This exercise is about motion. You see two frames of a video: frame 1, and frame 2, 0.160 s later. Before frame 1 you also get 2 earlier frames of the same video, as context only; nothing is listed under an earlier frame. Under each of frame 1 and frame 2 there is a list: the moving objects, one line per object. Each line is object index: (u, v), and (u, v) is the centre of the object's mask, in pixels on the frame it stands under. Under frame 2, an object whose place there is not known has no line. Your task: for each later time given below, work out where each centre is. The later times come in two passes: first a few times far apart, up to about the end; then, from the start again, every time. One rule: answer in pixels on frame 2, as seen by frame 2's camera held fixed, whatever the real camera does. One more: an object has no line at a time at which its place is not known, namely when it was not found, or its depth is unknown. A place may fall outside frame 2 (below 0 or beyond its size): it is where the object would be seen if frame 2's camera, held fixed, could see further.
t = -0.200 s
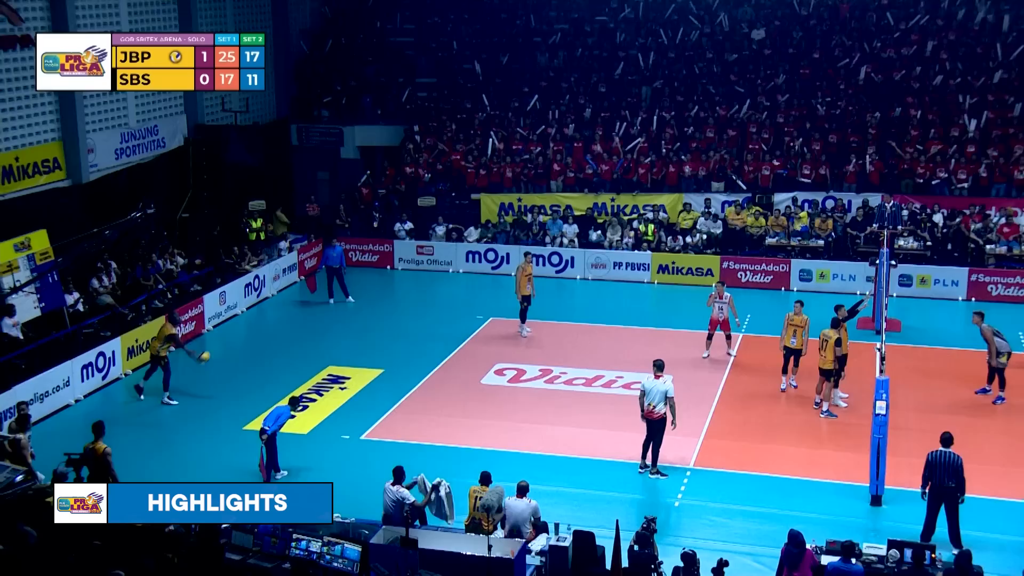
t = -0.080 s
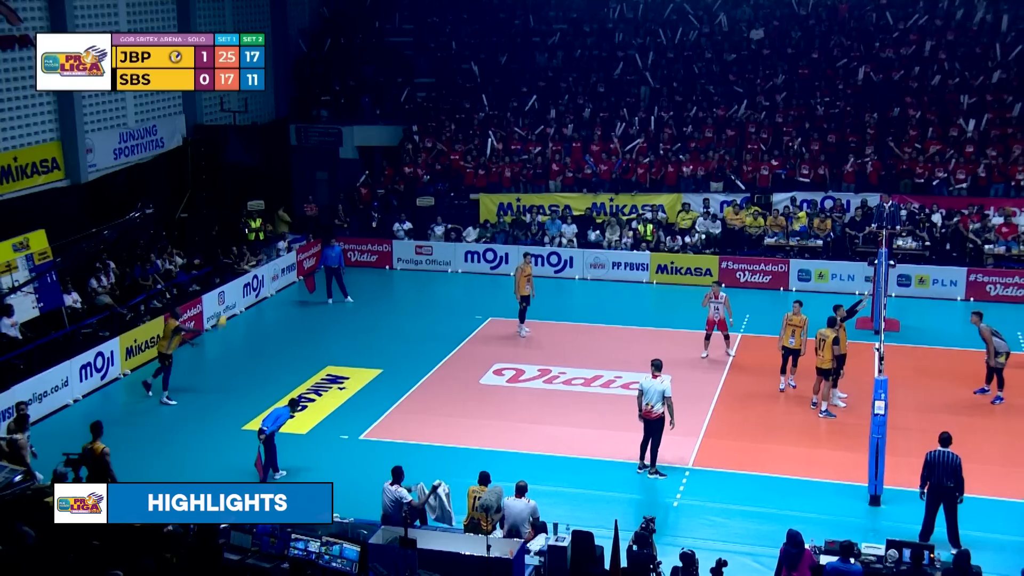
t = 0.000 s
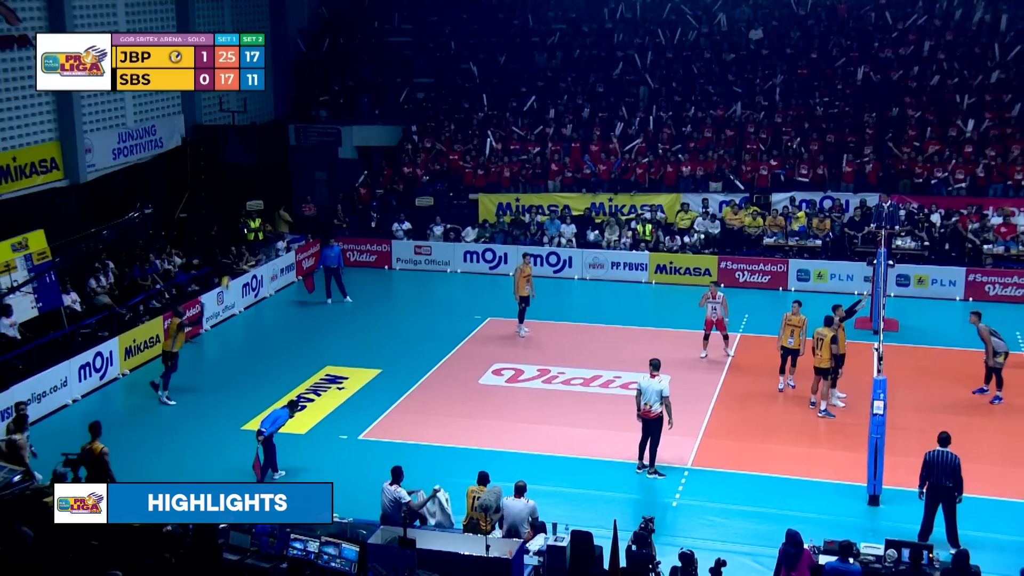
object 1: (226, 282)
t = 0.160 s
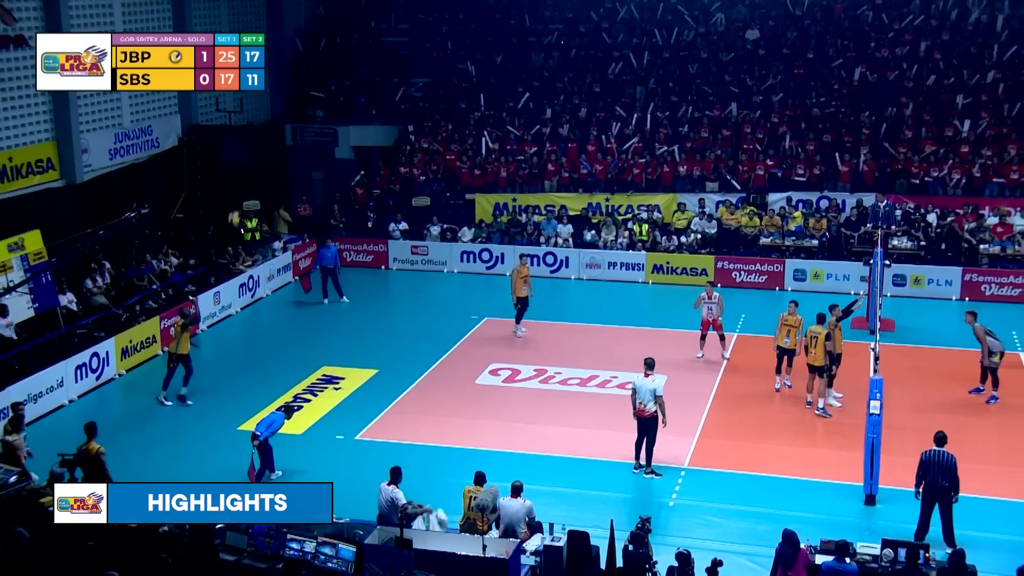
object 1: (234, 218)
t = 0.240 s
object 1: (240, 189)
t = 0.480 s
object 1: (260, 124)
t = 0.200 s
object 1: (237, 202)
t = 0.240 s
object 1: (240, 189)
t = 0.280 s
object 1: (243, 177)
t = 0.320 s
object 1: (246, 165)
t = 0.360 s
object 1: (250, 154)
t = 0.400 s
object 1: (253, 143)
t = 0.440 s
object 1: (257, 133)
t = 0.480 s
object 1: (260, 124)
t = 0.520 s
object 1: (264, 117)
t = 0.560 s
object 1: (267, 110)
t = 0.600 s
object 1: (271, 103)
